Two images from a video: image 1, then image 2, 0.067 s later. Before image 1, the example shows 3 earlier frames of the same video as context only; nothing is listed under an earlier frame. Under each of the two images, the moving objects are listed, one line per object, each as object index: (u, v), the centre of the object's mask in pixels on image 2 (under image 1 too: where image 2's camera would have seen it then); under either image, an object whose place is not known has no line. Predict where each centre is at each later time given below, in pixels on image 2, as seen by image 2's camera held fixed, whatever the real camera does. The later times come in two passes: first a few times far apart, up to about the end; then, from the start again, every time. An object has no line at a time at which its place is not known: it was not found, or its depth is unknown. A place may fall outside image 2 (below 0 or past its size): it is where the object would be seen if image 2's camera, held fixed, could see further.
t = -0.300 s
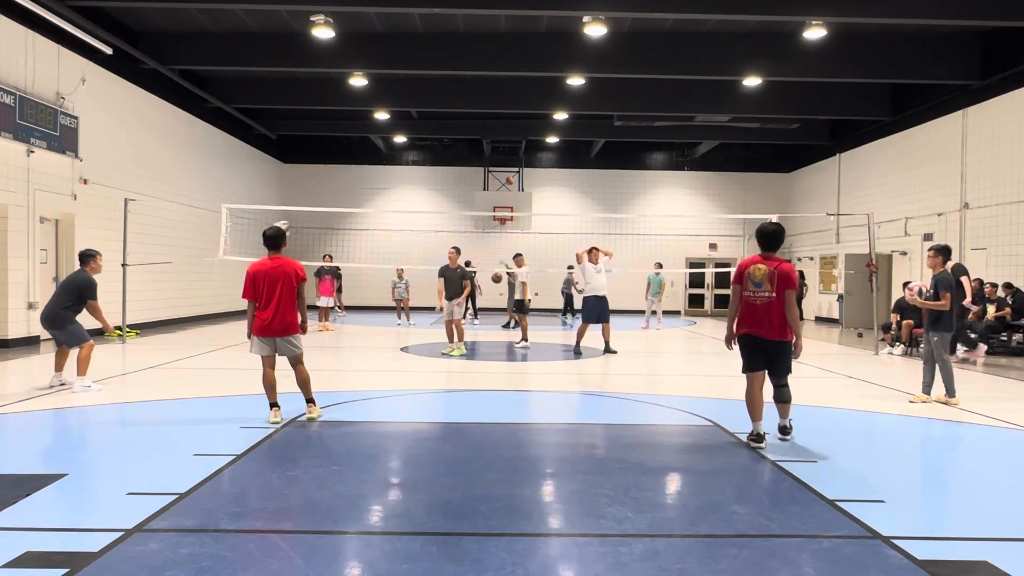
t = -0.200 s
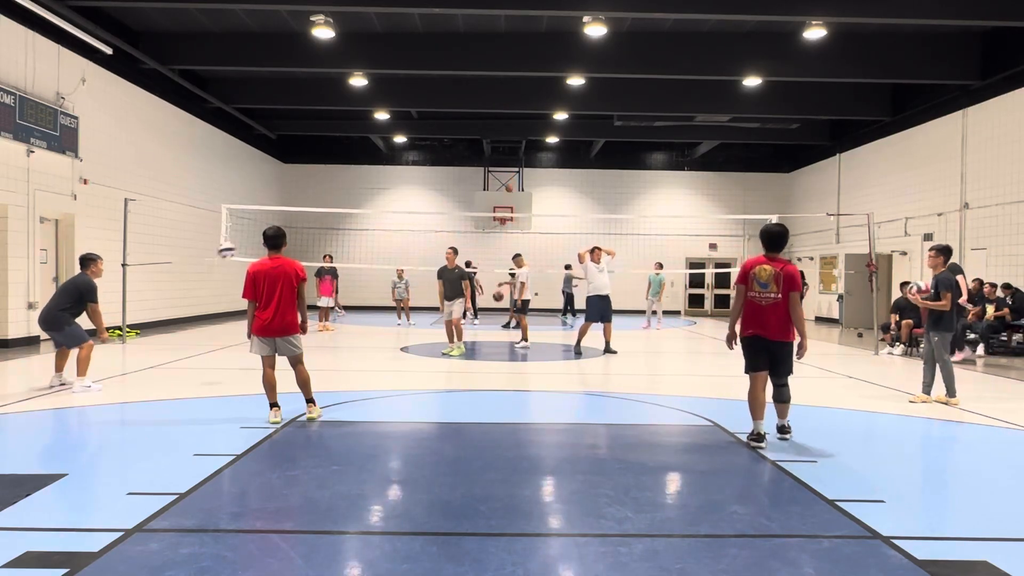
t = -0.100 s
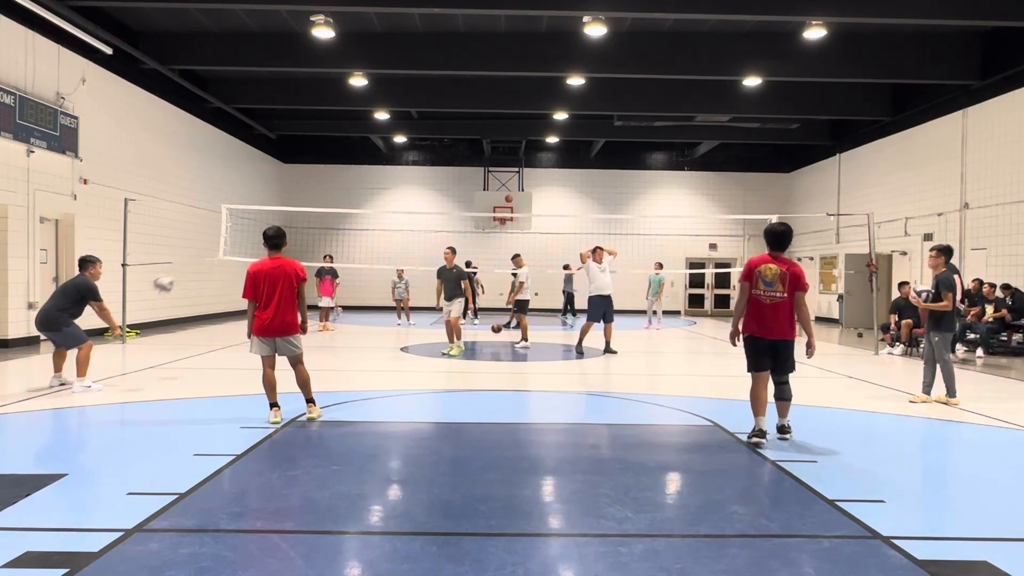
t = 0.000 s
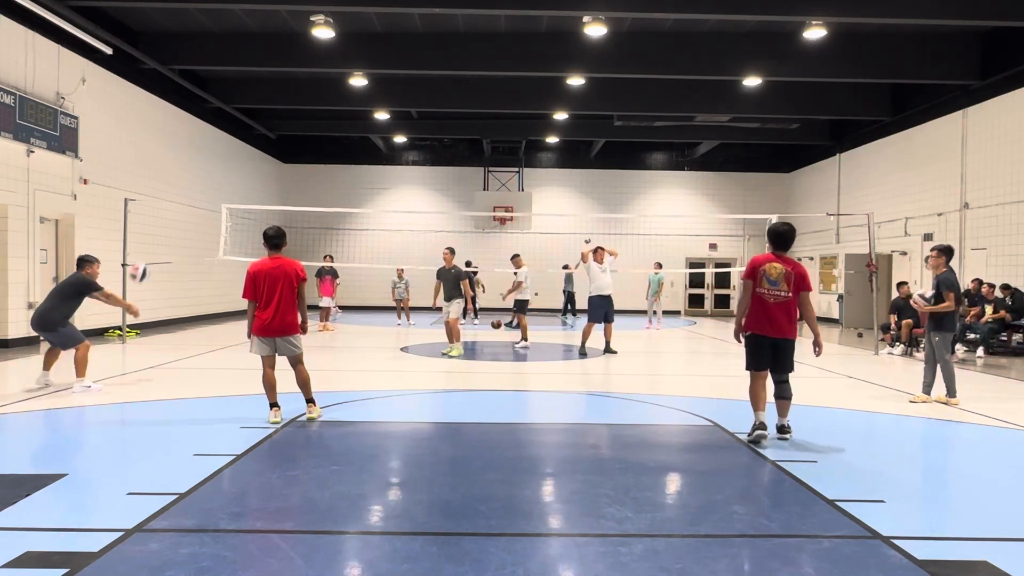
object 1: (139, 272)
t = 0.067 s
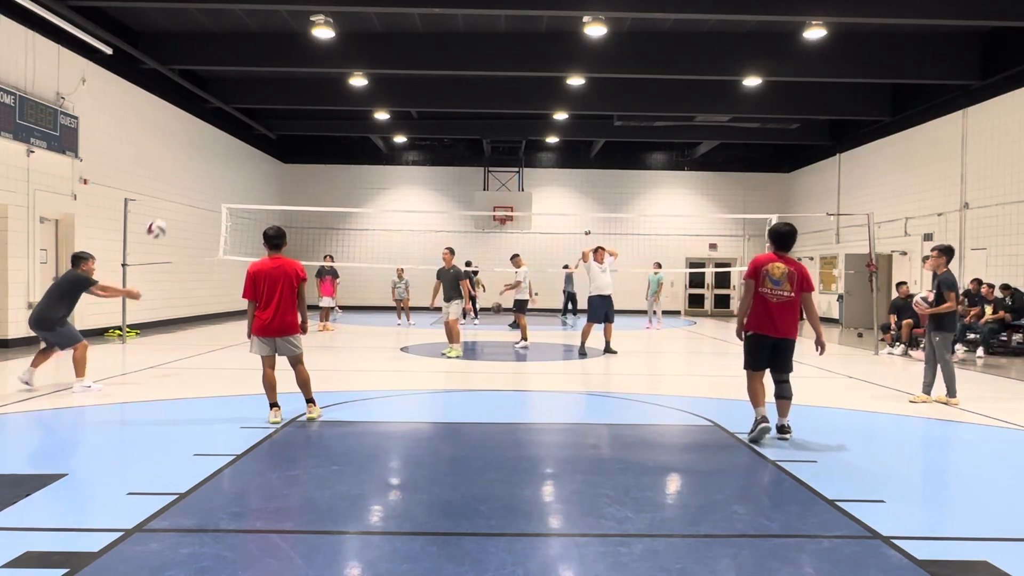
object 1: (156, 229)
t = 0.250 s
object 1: (197, 137)
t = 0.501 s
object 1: (244, 72)
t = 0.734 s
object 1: (282, 60)
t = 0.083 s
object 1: (160, 219)
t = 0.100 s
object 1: (165, 209)
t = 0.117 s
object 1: (168, 199)
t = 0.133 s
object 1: (172, 191)
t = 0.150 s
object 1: (176, 182)
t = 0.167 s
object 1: (179, 173)
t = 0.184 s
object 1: (183, 165)
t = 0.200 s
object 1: (186, 158)
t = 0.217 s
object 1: (190, 151)
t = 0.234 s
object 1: (194, 144)
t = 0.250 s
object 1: (197, 137)
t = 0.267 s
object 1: (201, 131)
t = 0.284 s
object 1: (204, 125)
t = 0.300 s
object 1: (208, 119)
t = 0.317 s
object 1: (211, 114)
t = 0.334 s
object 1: (214, 109)
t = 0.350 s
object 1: (217, 104)
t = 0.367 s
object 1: (221, 99)
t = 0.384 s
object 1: (224, 95)
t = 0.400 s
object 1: (227, 91)
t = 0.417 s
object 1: (230, 87)
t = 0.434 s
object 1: (233, 84)
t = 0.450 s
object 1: (236, 80)
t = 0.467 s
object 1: (239, 77)
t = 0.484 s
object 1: (241, 74)
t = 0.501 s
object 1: (244, 72)
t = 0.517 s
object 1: (247, 69)
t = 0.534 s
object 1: (250, 67)
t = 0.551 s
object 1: (253, 65)
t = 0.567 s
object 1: (256, 64)
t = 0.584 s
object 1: (258, 62)
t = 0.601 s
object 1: (261, 61)
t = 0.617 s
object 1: (264, 60)
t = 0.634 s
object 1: (266, 59)
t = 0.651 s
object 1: (269, 59)
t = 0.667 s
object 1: (271, 59)
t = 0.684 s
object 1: (274, 59)
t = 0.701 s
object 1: (276, 59)
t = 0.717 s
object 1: (279, 59)
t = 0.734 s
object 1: (282, 60)
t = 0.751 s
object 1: (284, 60)
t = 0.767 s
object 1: (286, 61)
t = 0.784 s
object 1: (289, 62)
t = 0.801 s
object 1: (291, 64)
